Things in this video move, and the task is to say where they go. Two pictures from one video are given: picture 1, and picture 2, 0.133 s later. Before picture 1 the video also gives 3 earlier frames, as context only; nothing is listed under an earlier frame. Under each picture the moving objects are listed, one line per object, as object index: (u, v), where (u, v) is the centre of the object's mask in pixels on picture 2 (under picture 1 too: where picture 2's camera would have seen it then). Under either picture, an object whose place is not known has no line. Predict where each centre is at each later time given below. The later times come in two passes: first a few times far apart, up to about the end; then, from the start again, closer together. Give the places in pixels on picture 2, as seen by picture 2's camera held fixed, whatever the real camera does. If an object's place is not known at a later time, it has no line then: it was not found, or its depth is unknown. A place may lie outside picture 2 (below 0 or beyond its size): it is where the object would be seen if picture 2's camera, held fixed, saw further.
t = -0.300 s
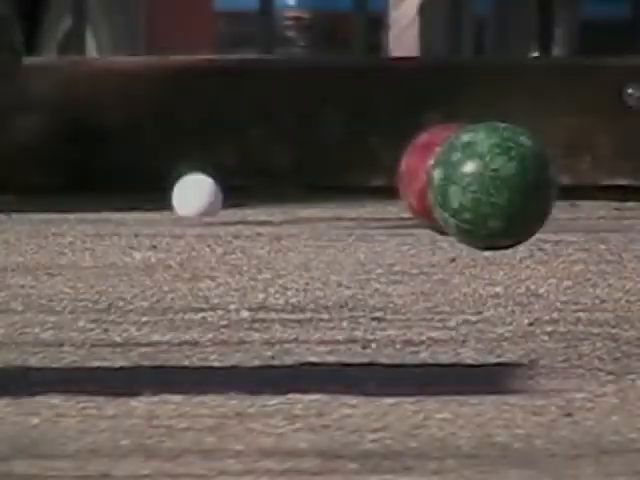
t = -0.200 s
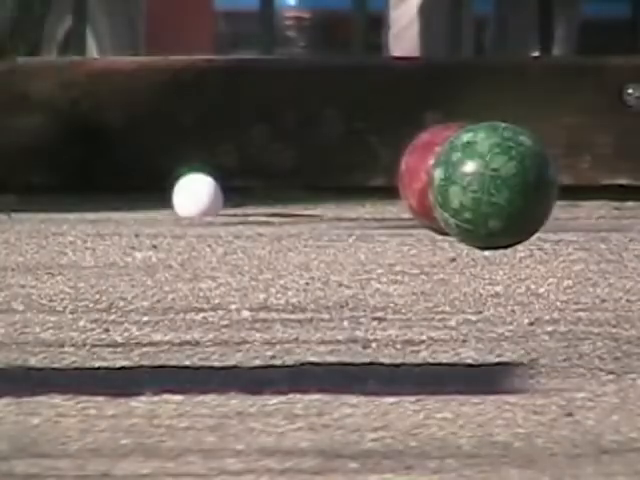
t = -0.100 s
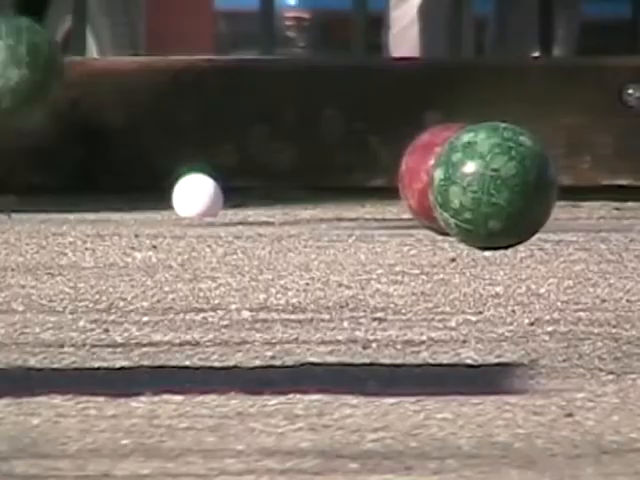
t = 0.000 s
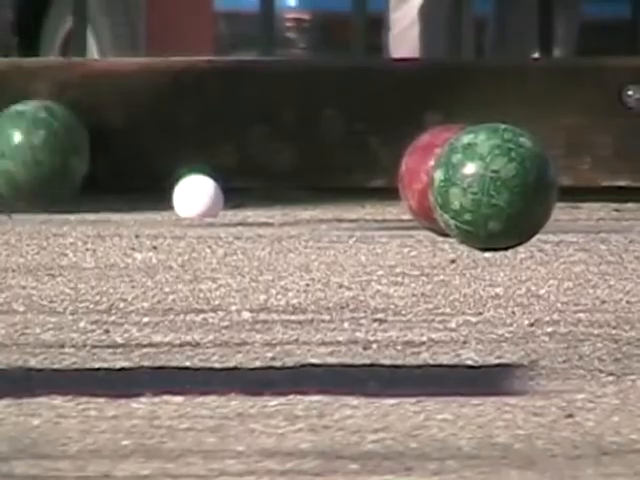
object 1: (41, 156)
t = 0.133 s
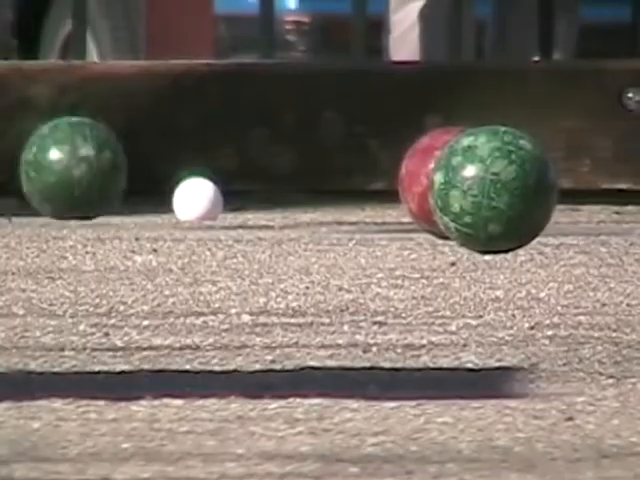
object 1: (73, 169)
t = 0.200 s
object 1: (89, 166)
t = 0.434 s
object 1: (131, 169)
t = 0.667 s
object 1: (183, 170)
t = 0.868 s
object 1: (233, 167)
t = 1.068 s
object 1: (277, 168)
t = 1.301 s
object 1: (320, 170)
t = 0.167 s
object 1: (82, 167)
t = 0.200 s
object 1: (89, 166)
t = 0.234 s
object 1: (96, 166)
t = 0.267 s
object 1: (103, 165)
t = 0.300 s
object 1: (109, 166)
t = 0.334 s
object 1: (114, 166)
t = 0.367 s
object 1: (120, 167)
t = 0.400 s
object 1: (125, 168)
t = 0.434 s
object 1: (131, 169)
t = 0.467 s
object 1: (137, 170)
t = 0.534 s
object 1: (151, 169)
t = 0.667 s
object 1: (183, 170)
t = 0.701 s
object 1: (191, 169)
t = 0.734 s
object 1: (199, 169)
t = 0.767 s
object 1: (209, 169)
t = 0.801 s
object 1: (217, 168)
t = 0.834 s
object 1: (225, 167)
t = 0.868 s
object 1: (233, 167)
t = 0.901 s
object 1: (241, 167)
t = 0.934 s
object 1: (249, 167)
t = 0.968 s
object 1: (256, 166)
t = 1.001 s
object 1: (264, 168)
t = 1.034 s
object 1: (270, 168)
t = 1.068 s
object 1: (277, 168)
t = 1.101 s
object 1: (283, 168)
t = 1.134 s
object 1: (290, 168)
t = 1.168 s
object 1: (296, 168)
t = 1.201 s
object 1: (302, 168)
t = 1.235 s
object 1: (308, 169)
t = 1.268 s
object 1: (314, 169)
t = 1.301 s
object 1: (320, 170)
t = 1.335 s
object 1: (325, 171)
